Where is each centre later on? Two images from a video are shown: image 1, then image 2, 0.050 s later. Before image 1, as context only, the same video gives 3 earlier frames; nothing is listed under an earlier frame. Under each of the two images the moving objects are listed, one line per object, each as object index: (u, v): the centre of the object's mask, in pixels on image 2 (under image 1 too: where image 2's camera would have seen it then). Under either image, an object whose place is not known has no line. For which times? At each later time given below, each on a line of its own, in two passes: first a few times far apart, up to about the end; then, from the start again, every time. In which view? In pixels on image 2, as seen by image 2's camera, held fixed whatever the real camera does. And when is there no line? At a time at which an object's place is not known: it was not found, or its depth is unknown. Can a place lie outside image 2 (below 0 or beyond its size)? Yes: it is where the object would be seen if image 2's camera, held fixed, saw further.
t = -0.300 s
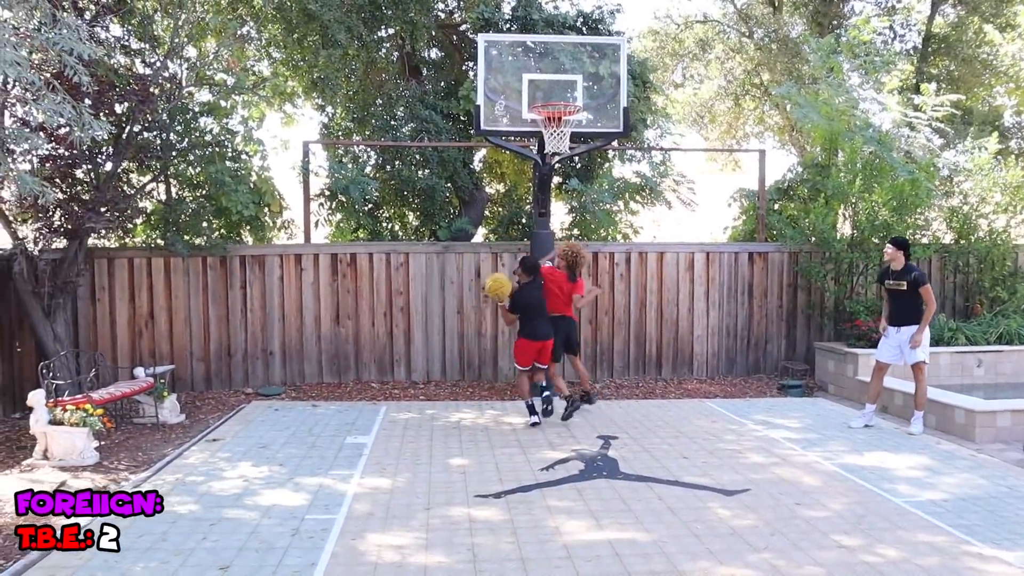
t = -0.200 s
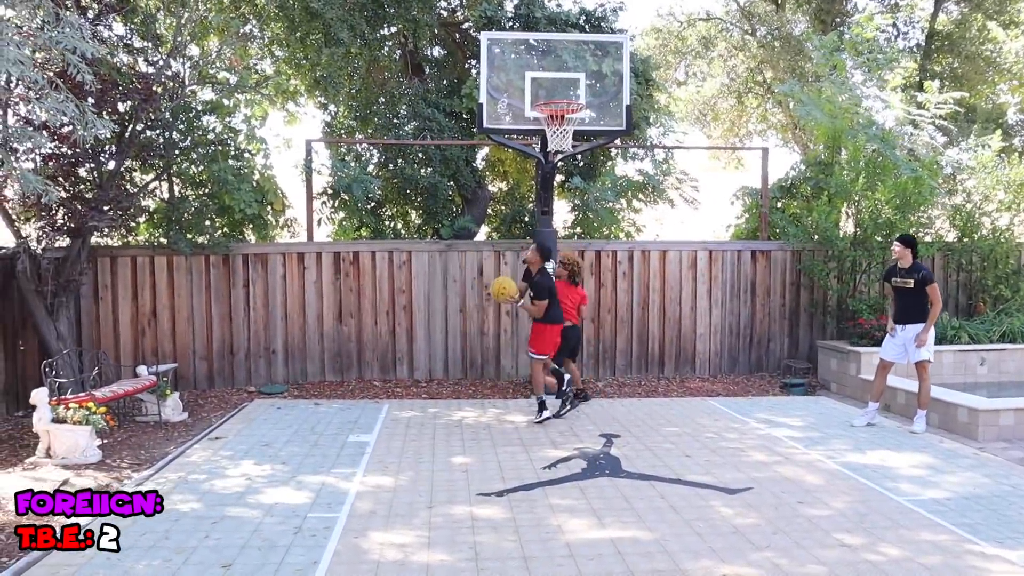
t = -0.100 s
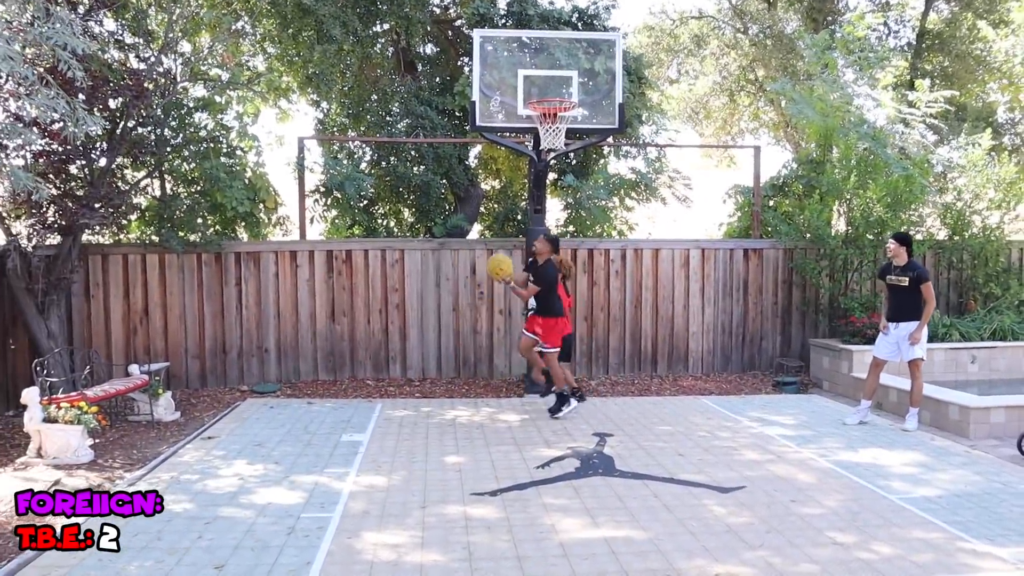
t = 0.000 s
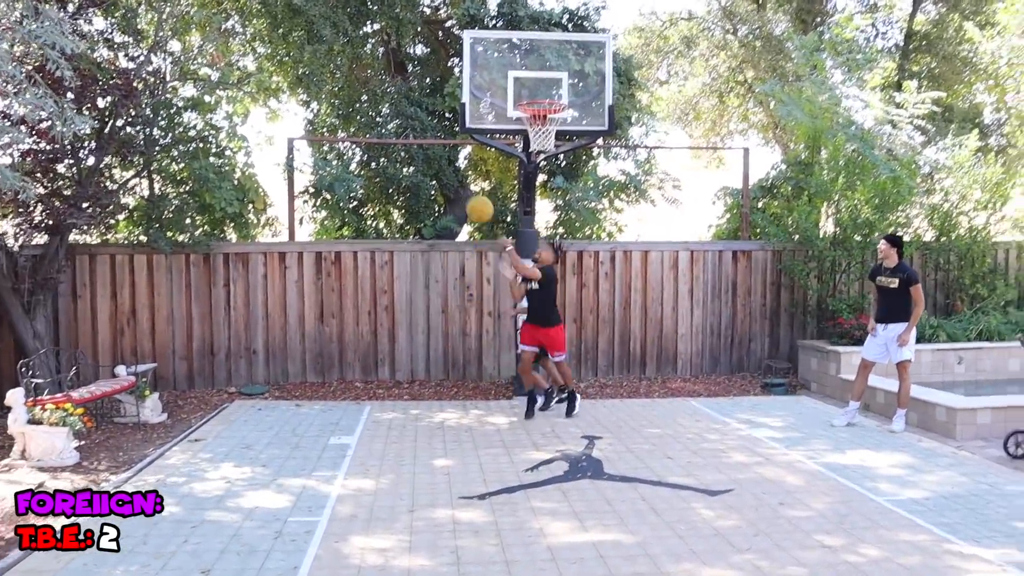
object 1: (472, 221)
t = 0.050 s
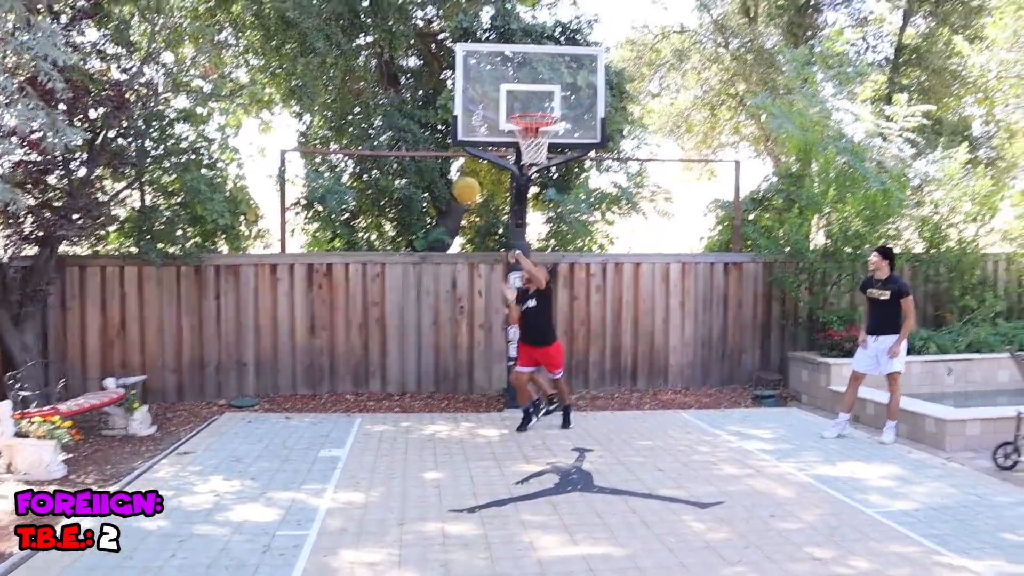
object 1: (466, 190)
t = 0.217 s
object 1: (451, 111)
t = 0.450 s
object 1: (430, 52)
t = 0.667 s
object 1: (414, 47)
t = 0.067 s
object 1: (466, 181)
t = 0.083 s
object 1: (463, 171)
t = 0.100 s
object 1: (462, 163)
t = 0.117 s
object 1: (460, 154)
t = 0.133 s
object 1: (458, 146)
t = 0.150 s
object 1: (456, 139)
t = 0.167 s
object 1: (454, 131)
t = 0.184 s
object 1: (453, 124)
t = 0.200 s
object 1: (453, 118)
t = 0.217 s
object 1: (451, 111)
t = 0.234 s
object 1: (449, 105)
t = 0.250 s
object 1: (448, 99)
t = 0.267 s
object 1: (445, 94)
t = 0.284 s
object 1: (444, 87)
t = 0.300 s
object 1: (443, 83)
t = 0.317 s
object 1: (441, 79)
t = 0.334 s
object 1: (440, 74)
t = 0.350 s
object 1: (438, 70)
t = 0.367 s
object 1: (437, 66)
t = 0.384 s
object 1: (435, 63)
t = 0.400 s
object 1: (433, 60)
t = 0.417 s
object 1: (432, 57)
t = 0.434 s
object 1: (431, 55)
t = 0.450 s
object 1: (430, 52)
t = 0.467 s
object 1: (429, 51)
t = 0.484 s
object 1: (428, 49)
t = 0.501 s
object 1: (427, 48)
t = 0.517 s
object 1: (425, 46)
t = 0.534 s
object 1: (424, 45)
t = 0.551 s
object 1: (423, 45)
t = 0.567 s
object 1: (421, 44)
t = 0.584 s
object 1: (420, 44)
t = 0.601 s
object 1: (418, 44)
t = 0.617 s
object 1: (417, 45)
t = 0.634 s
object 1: (416, 45)
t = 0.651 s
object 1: (414, 46)
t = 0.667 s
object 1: (414, 47)
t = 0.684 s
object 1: (412, 49)
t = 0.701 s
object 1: (411, 51)
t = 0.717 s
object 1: (410, 53)
